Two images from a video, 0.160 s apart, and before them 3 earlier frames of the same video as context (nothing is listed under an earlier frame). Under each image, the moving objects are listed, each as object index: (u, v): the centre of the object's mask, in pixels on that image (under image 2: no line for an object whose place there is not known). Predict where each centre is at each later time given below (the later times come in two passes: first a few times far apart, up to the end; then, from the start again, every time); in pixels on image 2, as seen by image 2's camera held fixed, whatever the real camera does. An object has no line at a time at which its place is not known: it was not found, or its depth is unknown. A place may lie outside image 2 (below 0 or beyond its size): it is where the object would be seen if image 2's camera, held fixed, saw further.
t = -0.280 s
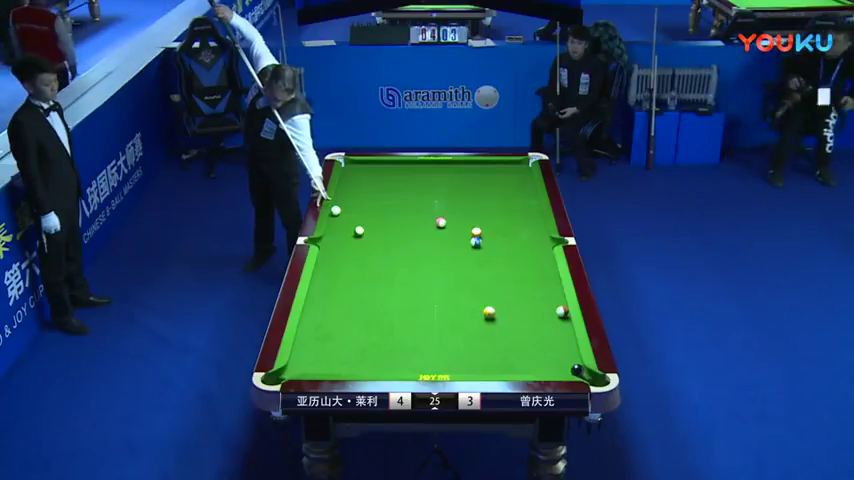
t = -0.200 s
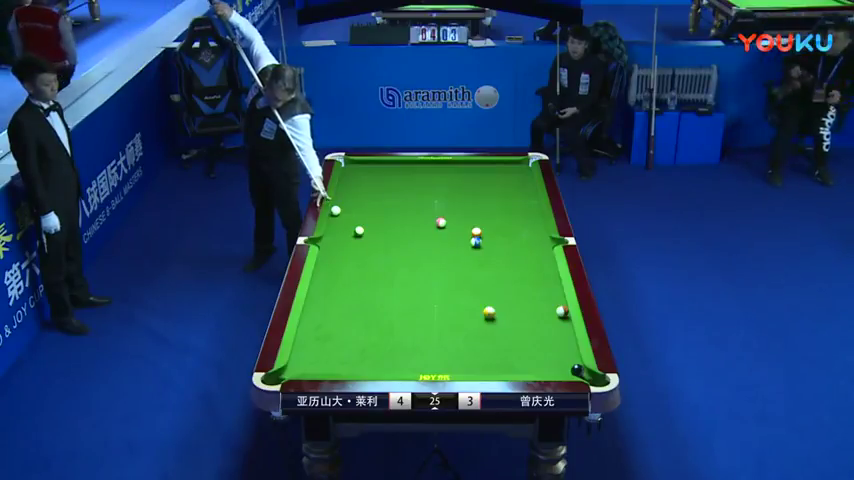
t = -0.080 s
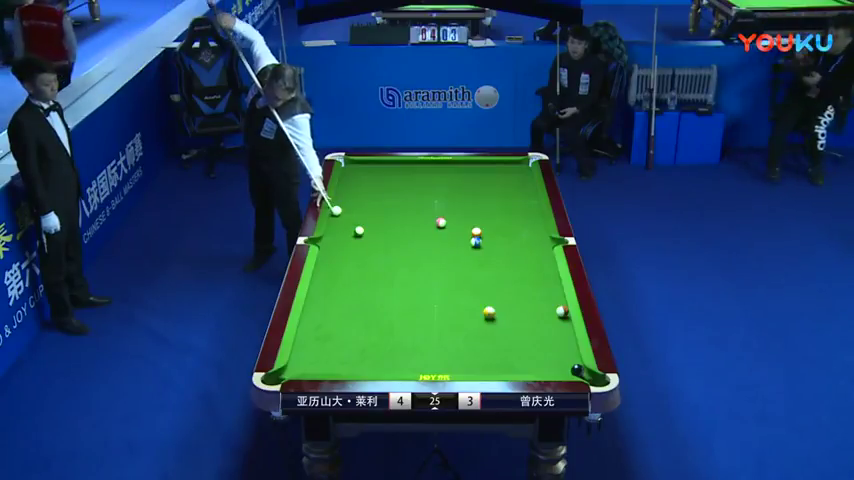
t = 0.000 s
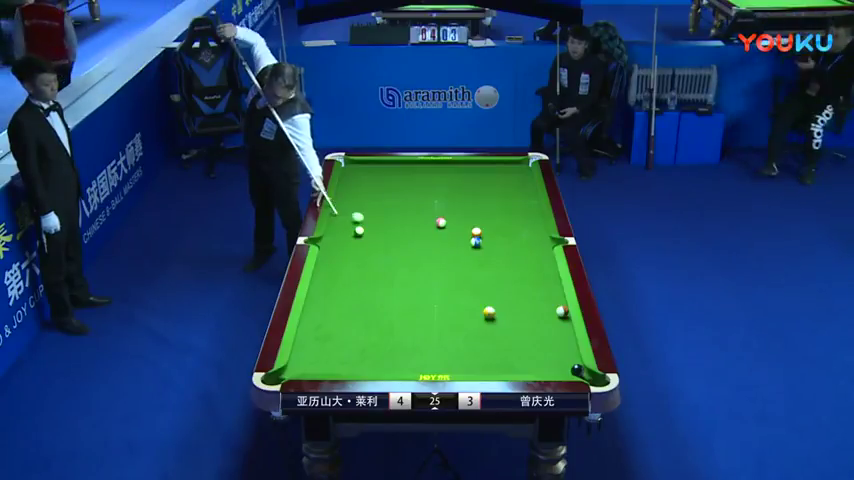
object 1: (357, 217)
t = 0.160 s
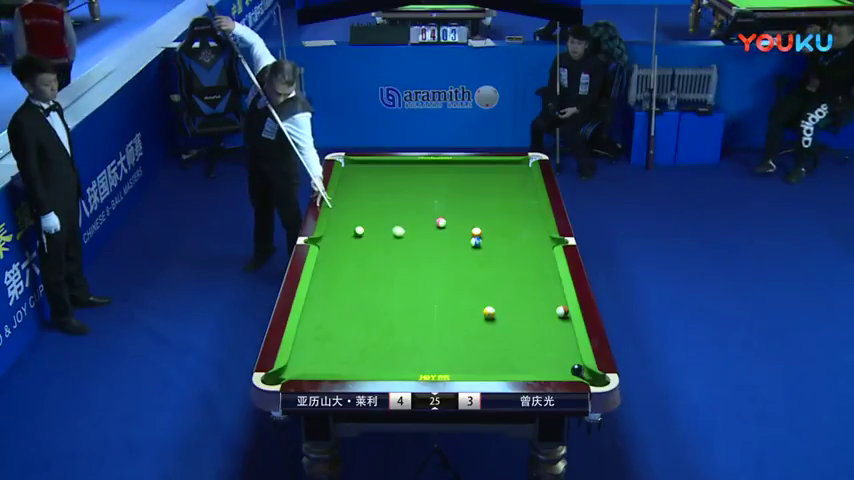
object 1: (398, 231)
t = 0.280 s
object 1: (425, 241)
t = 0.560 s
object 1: (474, 265)
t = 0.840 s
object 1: (508, 289)
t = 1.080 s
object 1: (539, 310)
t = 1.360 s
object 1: (564, 337)
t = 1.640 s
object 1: (549, 366)
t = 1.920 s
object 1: (521, 357)
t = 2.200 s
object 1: (492, 340)
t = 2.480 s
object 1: (466, 325)
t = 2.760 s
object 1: (442, 312)
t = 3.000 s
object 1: (424, 301)
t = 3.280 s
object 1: (404, 290)
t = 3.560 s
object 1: (385, 279)
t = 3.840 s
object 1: (369, 270)
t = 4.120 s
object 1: (353, 261)
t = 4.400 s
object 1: (339, 253)
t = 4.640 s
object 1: (328, 247)
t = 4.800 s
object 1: (322, 243)
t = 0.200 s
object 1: (407, 234)
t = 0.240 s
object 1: (417, 238)
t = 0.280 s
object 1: (425, 241)
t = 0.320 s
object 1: (434, 245)
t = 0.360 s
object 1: (441, 248)
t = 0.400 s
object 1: (449, 252)
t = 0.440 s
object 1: (456, 255)
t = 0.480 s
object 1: (463, 259)
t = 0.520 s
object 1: (469, 262)
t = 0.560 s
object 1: (474, 265)
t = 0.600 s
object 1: (479, 268)
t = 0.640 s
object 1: (484, 272)
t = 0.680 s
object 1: (489, 275)
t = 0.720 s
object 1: (494, 278)
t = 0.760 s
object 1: (498, 282)
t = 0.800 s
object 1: (503, 285)
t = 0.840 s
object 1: (508, 289)
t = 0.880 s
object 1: (513, 292)
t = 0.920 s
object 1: (518, 295)
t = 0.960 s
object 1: (523, 299)
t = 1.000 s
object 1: (529, 303)
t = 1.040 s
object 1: (534, 307)
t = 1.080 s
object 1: (539, 310)
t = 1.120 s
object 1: (545, 314)
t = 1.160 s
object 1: (550, 318)
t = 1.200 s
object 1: (555, 322)
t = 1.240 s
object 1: (561, 325)
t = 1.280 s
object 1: (566, 329)
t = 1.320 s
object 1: (566, 334)
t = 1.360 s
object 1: (564, 337)
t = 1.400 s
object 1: (561, 342)
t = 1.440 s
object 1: (560, 346)
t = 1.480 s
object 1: (557, 350)
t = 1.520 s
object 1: (556, 354)
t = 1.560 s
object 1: (554, 358)
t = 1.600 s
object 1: (552, 362)
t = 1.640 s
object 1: (549, 366)
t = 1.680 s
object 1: (547, 369)
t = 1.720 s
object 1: (543, 369)
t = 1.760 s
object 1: (538, 367)
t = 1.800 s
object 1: (534, 364)
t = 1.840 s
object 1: (530, 361)
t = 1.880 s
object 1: (525, 359)
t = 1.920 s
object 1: (521, 357)
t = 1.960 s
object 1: (517, 354)
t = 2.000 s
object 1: (512, 352)
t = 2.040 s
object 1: (508, 350)
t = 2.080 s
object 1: (504, 347)
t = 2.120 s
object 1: (500, 345)
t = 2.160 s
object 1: (496, 343)
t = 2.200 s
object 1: (492, 340)
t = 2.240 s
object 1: (488, 338)
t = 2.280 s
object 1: (484, 336)
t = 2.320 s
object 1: (481, 334)
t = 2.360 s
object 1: (477, 332)
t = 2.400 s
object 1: (473, 329)
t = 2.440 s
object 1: (470, 328)
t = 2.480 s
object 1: (466, 325)
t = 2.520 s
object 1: (463, 324)
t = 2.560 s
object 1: (459, 321)
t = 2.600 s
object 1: (456, 320)
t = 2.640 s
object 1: (453, 317)
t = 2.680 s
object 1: (449, 316)
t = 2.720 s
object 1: (446, 314)
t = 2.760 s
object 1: (442, 312)
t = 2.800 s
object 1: (439, 310)
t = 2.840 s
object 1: (436, 308)
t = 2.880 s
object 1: (433, 306)
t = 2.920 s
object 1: (430, 305)
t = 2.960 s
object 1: (427, 303)
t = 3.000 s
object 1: (424, 301)
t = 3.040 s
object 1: (421, 300)
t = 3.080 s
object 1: (418, 298)
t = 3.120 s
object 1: (415, 296)
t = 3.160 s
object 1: (412, 295)
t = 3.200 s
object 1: (409, 293)
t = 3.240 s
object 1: (407, 291)
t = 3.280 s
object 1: (404, 290)
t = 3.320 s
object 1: (401, 288)
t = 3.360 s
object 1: (398, 287)
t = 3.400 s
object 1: (395, 285)
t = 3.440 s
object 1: (393, 284)
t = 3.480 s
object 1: (390, 282)
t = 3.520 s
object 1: (388, 281)
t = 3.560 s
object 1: (385, 279)
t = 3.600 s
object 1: (383, 278)
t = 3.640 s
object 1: (380, 277)
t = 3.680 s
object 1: (378, 275)
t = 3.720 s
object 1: (376, 274)
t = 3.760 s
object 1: (373, 273)
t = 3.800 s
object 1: (371, 271)
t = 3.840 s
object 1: (369, 270)
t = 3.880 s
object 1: (366, 269)
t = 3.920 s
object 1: (364, 267)
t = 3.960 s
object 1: (362, 266)
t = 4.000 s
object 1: (360, 265)
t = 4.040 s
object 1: (357, 264)
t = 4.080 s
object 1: (355, 262)
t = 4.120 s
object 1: (353, 261)
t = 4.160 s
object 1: (351, 260)
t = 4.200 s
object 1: (349, 259)
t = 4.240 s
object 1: (347, 258)
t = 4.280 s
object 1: (345, 256)
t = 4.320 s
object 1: (343, 255)
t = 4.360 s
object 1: (341, 254)
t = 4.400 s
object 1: (339, 253)
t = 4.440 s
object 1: (337, 252)
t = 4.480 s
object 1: (336, 251)
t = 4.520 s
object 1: (334, 250)
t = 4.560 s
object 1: (332, 249)
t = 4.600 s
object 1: (330, 248)
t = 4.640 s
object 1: (328, 247)
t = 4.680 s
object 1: (327, 246)
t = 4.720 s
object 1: (325, 245)
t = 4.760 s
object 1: (323, 244)
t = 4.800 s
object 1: (322, 243)
